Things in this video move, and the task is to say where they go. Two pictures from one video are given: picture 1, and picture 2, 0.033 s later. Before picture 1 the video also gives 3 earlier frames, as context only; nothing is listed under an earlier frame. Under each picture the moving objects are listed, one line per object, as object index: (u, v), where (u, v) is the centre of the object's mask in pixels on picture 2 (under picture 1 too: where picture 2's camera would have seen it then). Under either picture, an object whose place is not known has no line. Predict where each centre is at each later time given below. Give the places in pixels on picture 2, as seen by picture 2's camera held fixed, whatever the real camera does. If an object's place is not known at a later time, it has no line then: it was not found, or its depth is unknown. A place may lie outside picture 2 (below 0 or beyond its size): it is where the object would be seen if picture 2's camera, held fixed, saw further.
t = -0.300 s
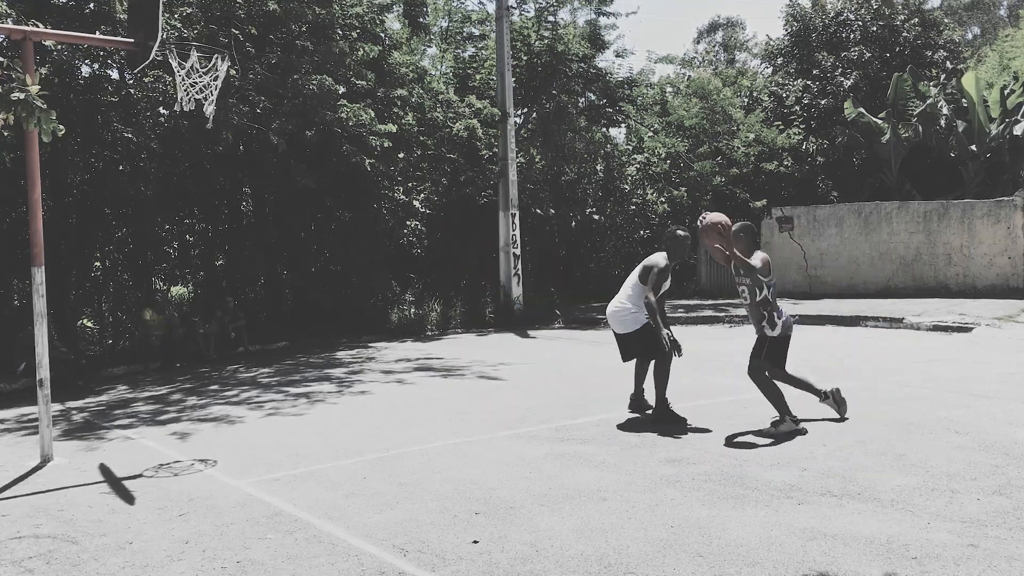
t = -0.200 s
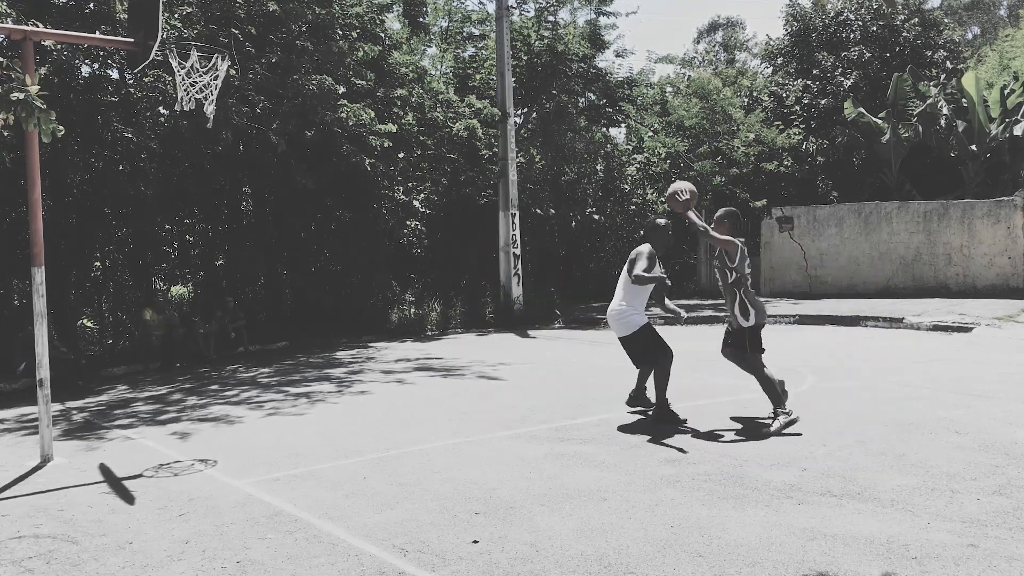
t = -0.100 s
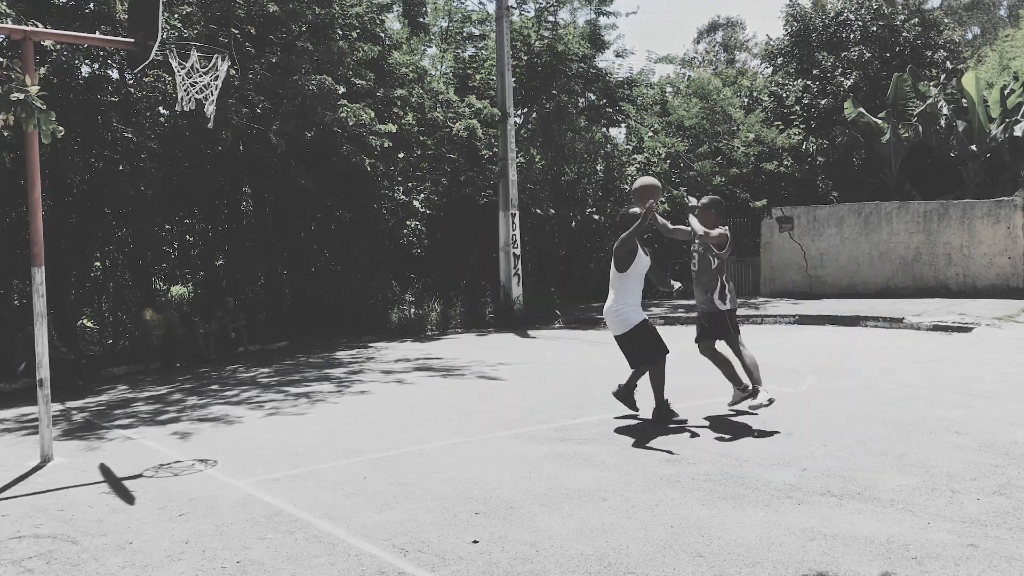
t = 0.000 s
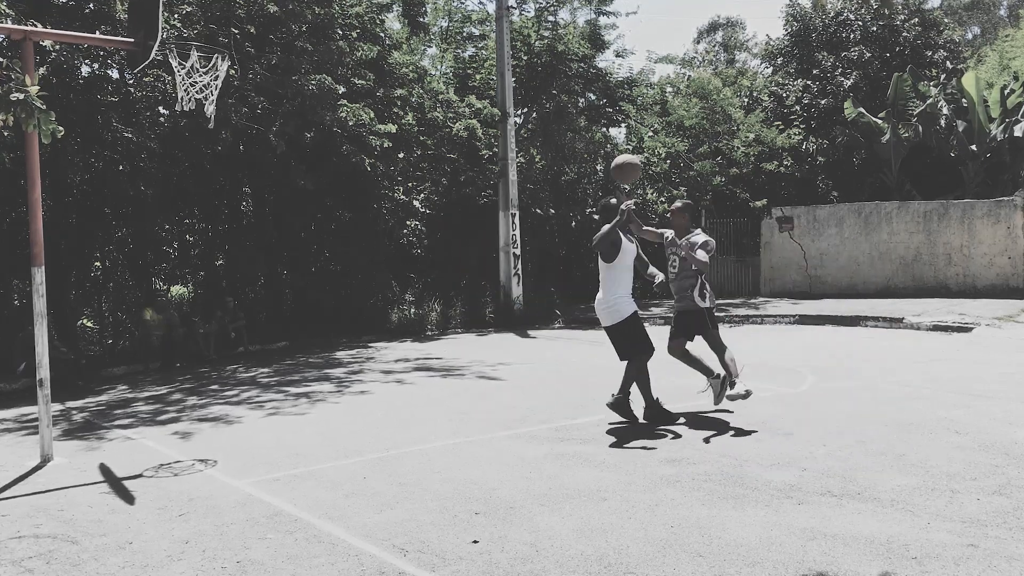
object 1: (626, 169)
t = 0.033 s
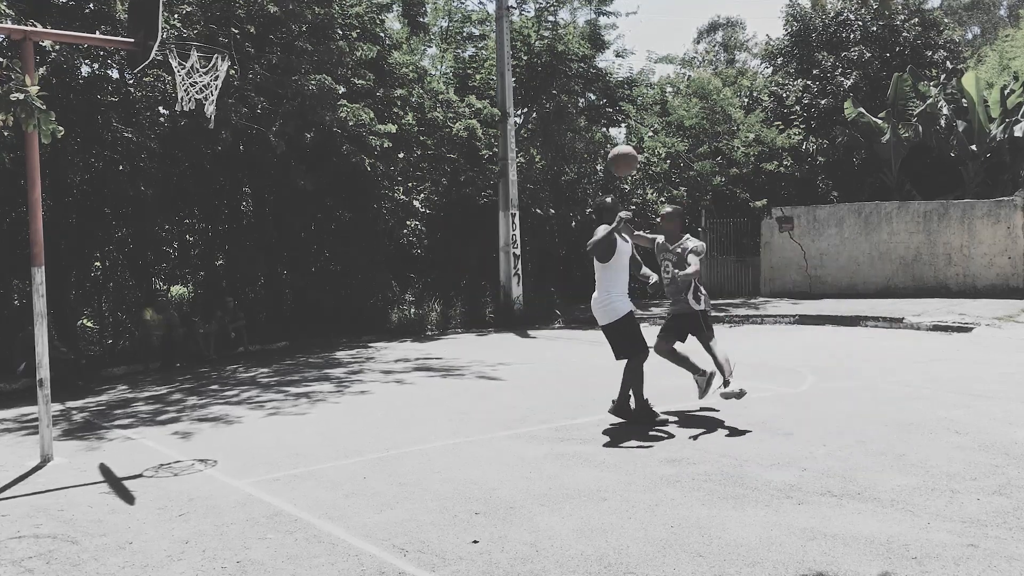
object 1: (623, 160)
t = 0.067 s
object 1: (619, 152)
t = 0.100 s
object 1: (617, 146)
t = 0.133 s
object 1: (614, 141)
